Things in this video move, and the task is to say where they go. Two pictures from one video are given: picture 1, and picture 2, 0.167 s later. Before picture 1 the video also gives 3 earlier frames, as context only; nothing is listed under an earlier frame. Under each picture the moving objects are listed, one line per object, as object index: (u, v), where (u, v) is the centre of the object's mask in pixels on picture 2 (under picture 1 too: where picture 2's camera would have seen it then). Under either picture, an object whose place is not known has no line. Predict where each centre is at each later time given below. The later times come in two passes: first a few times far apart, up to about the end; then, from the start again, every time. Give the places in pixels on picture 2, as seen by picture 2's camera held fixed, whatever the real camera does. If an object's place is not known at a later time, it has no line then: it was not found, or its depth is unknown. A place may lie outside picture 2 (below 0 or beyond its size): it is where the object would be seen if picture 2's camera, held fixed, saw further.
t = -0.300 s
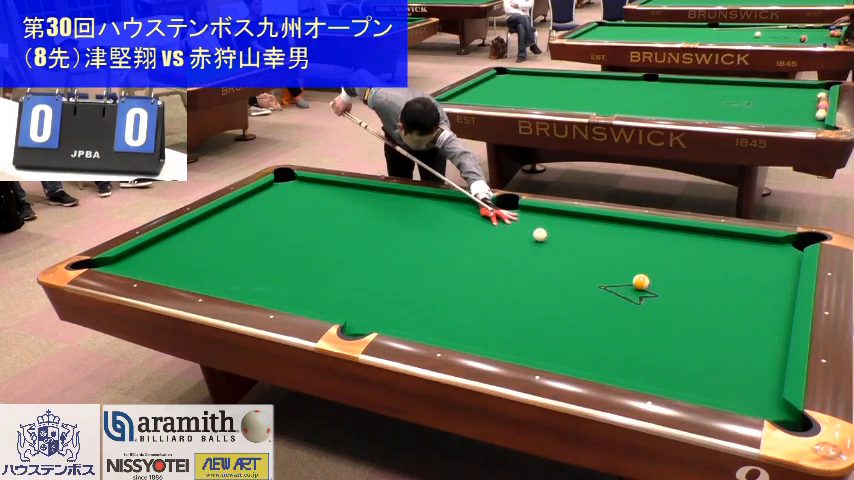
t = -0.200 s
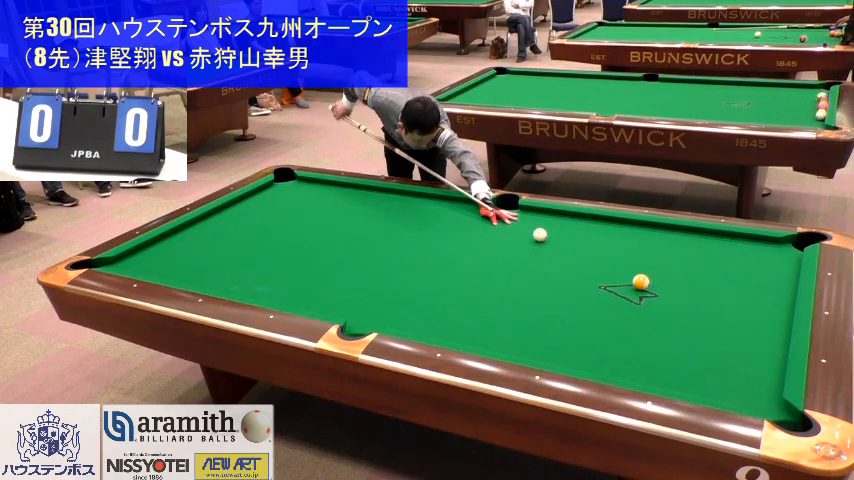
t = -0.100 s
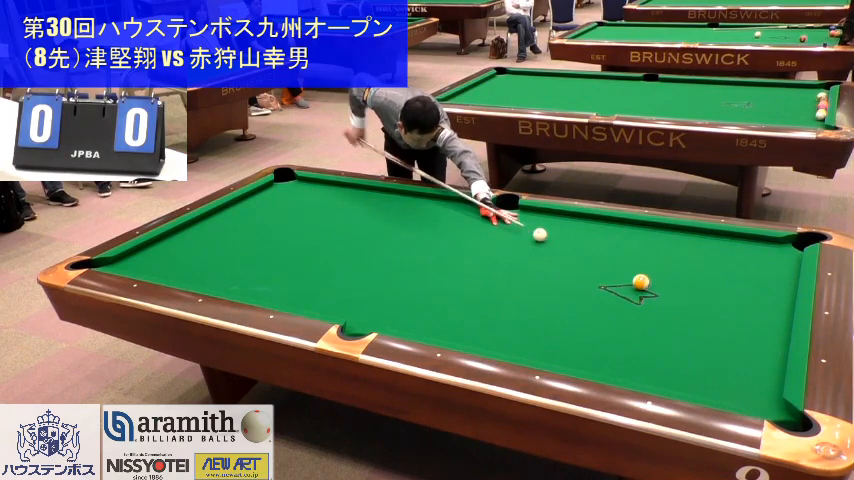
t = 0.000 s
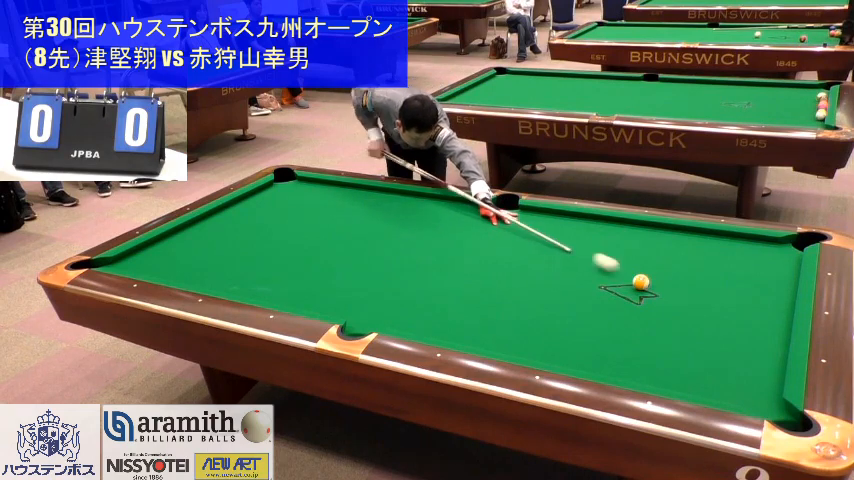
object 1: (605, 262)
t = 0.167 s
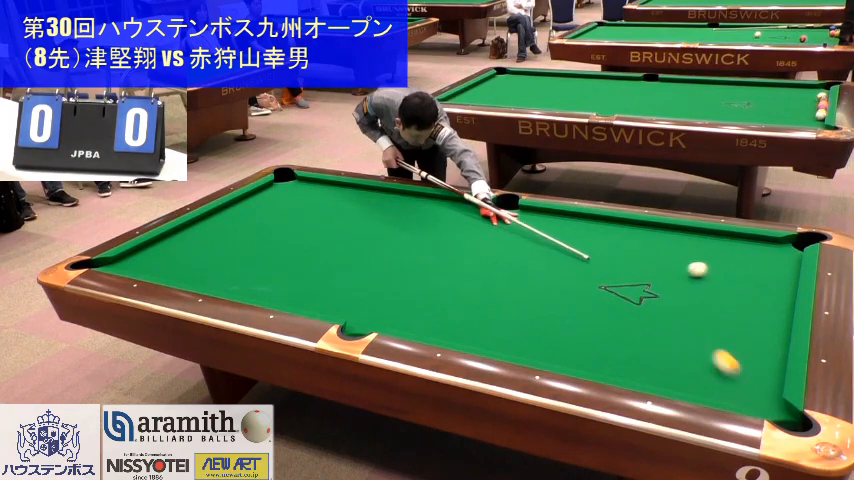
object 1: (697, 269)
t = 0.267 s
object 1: (736, 265)
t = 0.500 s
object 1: (779, 251)
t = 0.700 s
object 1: (742, 241)
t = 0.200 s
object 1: (711, 268)
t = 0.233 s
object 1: (724, 267)
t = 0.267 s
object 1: (736, 265)
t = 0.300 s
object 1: (748, 265)
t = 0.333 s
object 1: (760, 264)
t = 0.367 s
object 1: (772, 262)
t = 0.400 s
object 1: (784, 261)
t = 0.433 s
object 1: (793, 260)
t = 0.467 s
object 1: (786, 255)
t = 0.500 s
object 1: (779, 251)
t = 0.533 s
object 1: (773, 247)
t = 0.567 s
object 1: (768, 243)
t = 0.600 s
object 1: (763, 239)
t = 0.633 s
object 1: (757, 239)
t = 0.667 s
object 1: (750, 241)
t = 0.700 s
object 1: (742, 241)
